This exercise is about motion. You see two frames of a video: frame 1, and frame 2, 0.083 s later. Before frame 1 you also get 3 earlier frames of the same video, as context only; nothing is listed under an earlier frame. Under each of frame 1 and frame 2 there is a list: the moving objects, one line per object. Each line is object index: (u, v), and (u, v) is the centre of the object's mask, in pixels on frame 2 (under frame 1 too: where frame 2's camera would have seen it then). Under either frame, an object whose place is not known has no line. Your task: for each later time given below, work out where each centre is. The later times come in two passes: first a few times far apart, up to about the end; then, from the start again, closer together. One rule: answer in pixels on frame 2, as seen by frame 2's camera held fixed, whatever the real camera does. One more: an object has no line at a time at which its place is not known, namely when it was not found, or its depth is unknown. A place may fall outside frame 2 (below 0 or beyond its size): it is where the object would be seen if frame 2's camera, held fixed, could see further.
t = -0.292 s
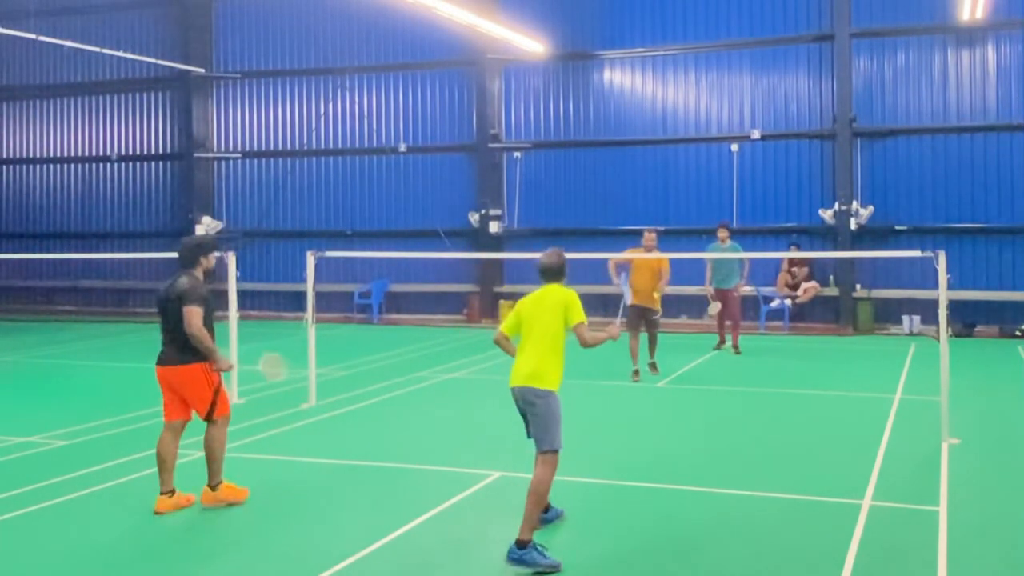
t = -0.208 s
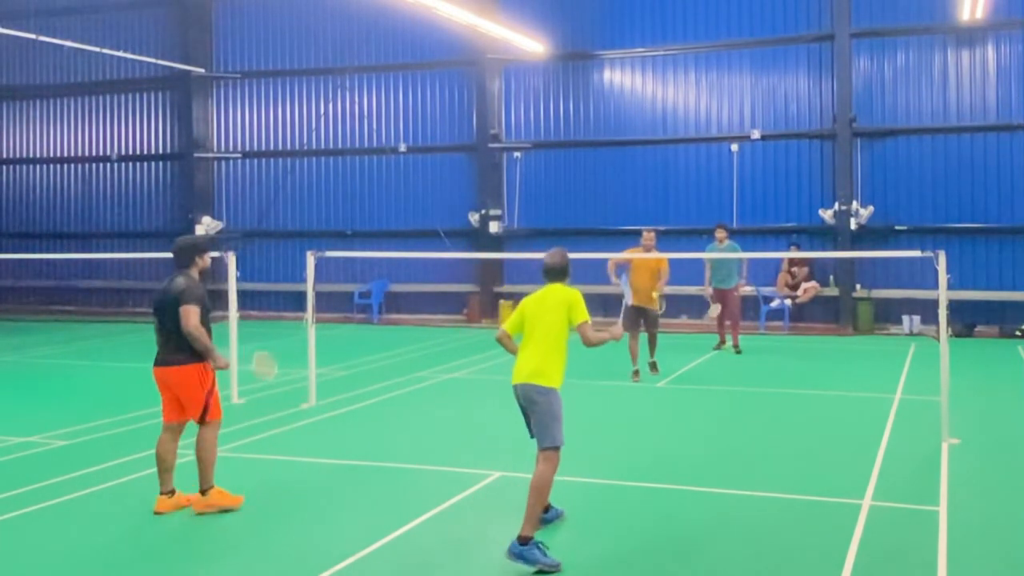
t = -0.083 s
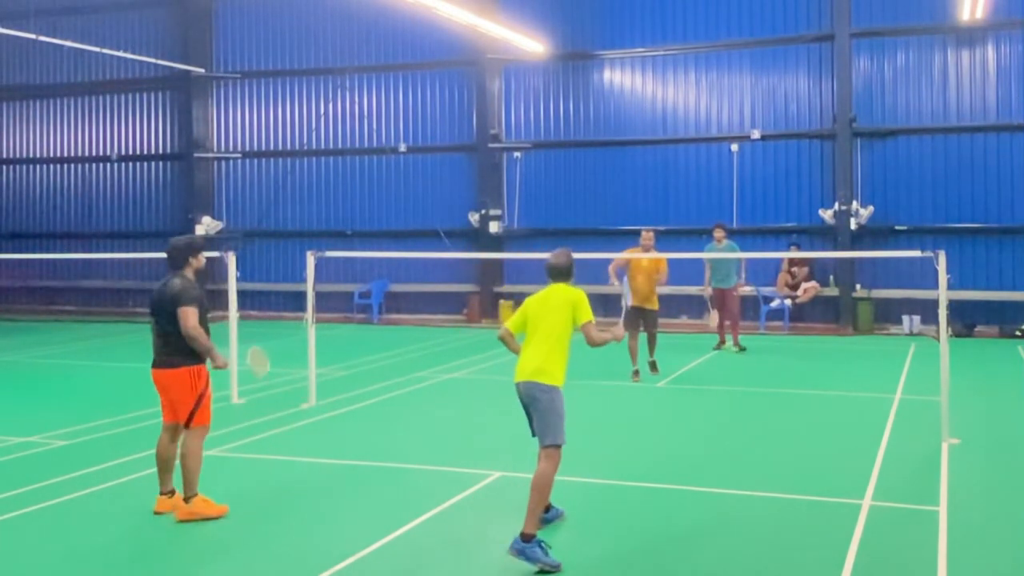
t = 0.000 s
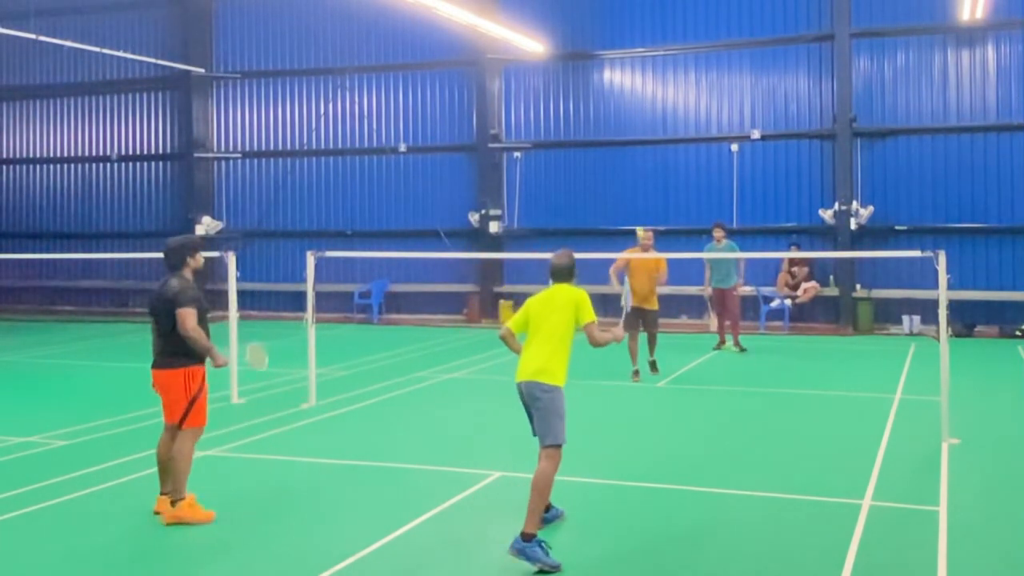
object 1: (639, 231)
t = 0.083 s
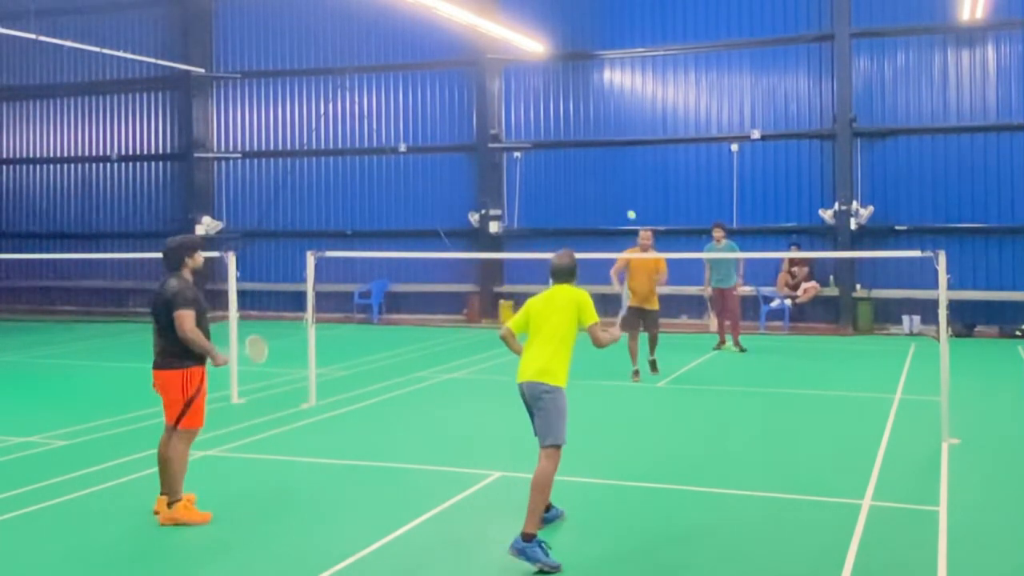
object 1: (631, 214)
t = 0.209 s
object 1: (619, 201)
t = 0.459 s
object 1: (596, 225)
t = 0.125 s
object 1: (627, 210)
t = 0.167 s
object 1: (622, 205)
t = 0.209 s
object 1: (619, 201)
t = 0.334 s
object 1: (608, 203)
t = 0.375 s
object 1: (604, 208)
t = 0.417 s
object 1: (600, 215)
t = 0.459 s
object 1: (596, 225)
